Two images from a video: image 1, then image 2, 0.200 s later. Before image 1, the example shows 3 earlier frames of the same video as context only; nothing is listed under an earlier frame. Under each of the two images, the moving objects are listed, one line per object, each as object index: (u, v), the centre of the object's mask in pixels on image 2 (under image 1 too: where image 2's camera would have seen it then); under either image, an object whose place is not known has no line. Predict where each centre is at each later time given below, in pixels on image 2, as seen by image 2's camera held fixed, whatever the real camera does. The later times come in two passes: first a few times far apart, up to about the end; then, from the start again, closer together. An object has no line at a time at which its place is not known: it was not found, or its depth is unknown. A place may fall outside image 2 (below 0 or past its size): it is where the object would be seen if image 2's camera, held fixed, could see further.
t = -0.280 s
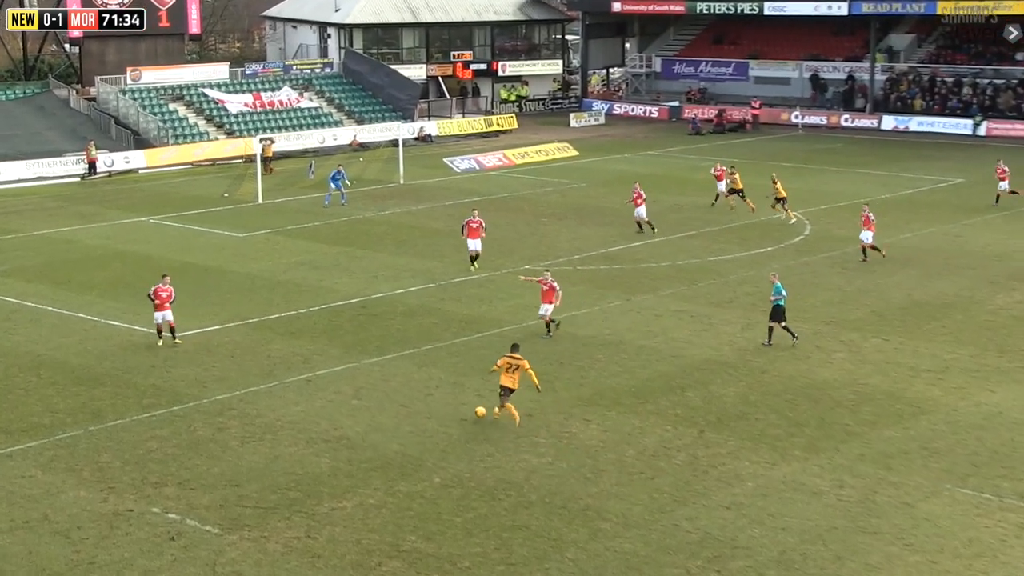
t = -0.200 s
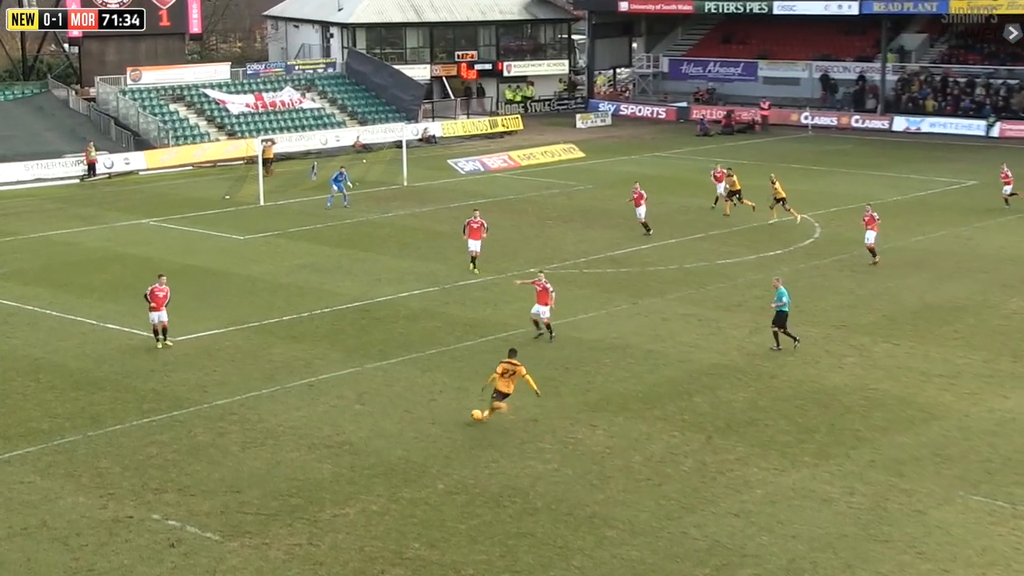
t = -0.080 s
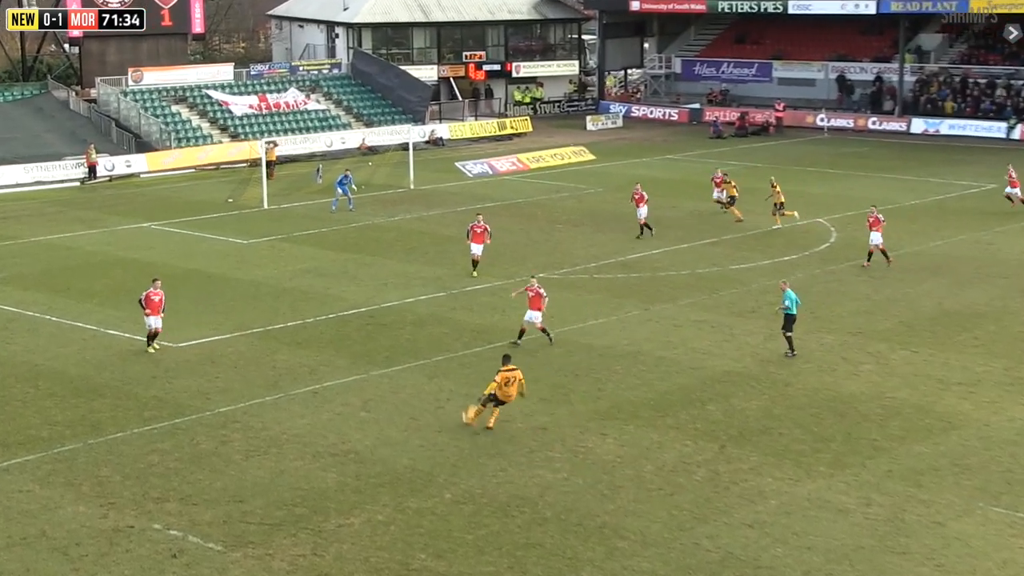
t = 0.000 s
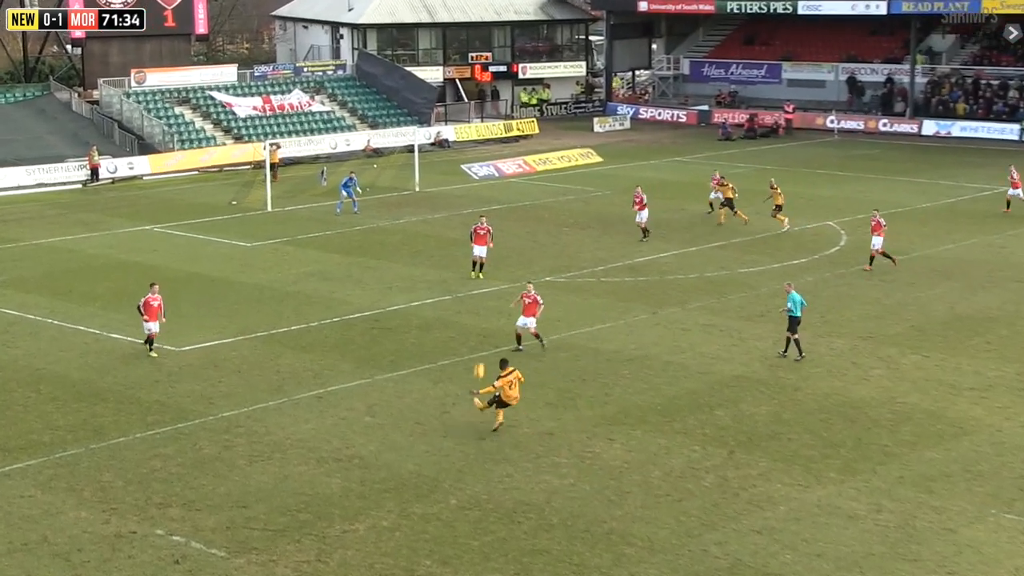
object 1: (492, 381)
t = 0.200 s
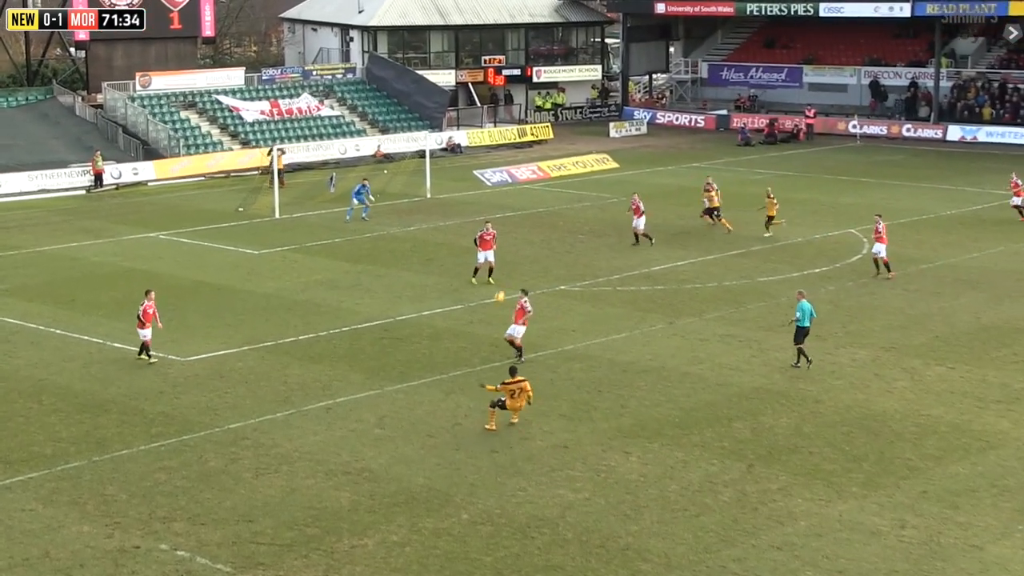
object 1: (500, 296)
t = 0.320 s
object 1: (508, 265)
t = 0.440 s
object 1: (519, 245)
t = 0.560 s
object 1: (530, 235)
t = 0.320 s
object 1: (508, 265)
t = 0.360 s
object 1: (512, 257)
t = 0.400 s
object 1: (516, 251)
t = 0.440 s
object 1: (519, 245)
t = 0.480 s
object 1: (523, 241)
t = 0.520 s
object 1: (527, 238)
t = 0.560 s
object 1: (530, 235)
